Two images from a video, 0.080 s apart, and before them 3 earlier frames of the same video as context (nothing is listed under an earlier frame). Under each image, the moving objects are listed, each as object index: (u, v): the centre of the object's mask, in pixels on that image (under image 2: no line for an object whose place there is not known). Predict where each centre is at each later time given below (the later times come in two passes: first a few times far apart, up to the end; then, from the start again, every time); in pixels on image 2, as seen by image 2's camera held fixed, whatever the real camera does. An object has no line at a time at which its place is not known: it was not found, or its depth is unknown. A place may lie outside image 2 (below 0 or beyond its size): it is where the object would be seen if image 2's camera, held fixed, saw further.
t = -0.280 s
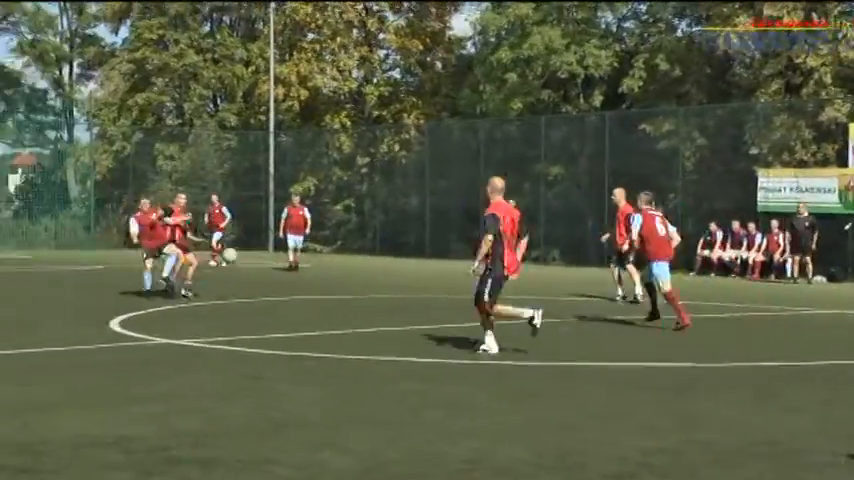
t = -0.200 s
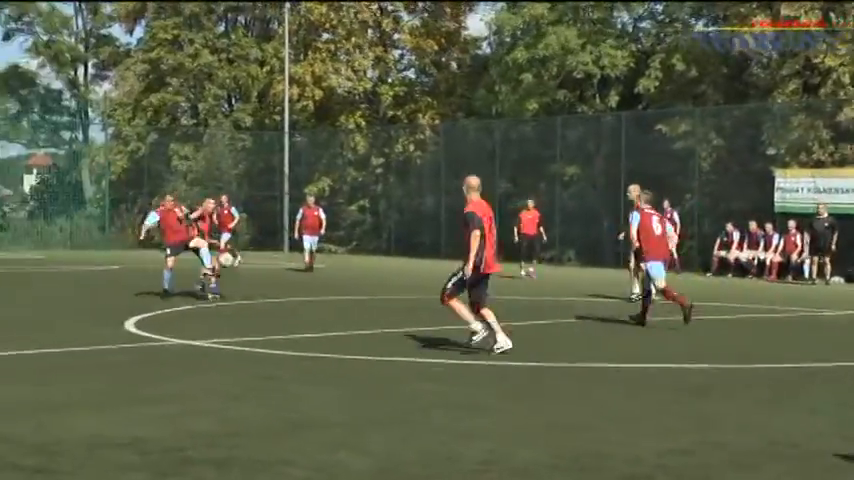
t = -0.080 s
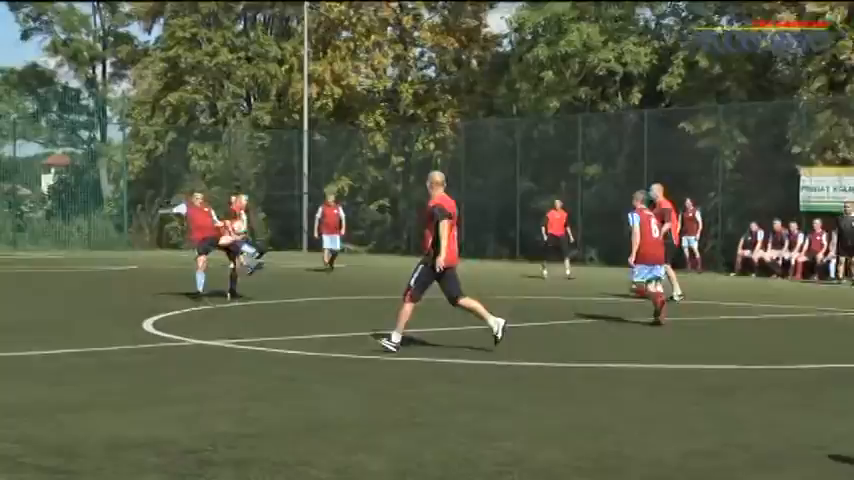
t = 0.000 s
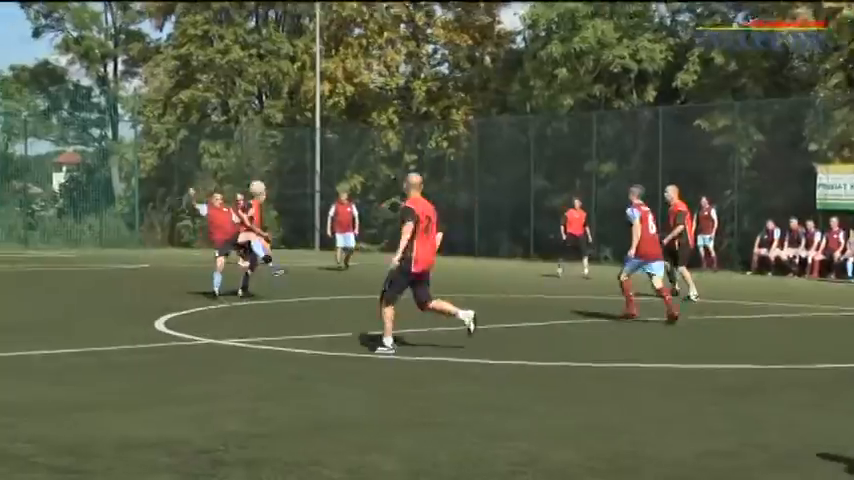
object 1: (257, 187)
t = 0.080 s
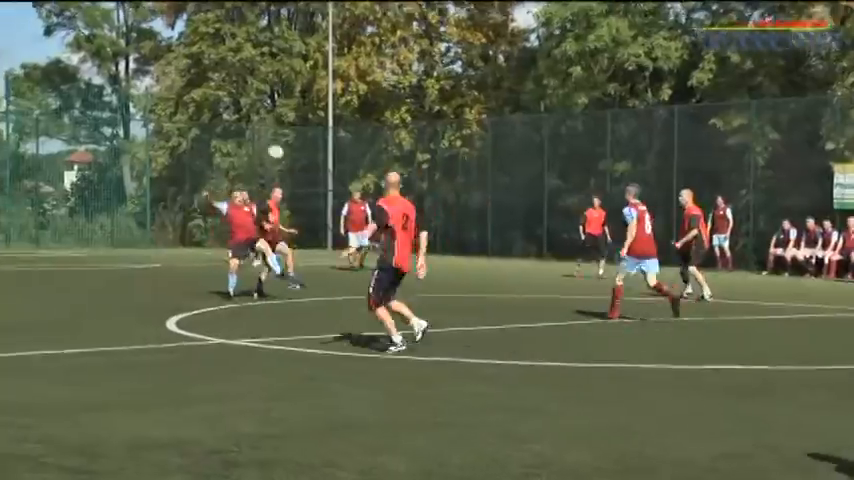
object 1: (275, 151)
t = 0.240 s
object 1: (286, 92)
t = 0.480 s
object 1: (307, 31)
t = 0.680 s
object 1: (325, 14)
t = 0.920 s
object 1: (346, 38)
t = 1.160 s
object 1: (367, 116)
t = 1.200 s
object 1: (371, 134)
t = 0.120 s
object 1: (277, 134)
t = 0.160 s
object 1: (280, 119)
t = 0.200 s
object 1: (282, 105)
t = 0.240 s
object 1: (286, 92)
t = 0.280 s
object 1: (290, 80)
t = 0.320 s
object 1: (293, 66)
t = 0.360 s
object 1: (296, 55)
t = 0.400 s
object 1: (300, 46)
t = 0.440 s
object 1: (304, 39)
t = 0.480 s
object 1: (307, 31)
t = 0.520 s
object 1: (310, 25)
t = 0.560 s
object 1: (313, 20)
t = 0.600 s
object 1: (317, 17)
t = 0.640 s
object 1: (321, 15)
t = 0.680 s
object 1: (325, 14)
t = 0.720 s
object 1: (328, 15)
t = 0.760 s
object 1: (331, 16)
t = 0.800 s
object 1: (336, 20)
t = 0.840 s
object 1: (339, 25)
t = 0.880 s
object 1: (343, 31)
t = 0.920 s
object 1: (346, 38)
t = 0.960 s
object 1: (348, 47)
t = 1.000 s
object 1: (353, 58)
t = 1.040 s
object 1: (357, 69)
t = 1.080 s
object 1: (360, 83)
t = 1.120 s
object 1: (363, 99)
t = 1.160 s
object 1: (367, 116)
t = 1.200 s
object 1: (371, 134)
